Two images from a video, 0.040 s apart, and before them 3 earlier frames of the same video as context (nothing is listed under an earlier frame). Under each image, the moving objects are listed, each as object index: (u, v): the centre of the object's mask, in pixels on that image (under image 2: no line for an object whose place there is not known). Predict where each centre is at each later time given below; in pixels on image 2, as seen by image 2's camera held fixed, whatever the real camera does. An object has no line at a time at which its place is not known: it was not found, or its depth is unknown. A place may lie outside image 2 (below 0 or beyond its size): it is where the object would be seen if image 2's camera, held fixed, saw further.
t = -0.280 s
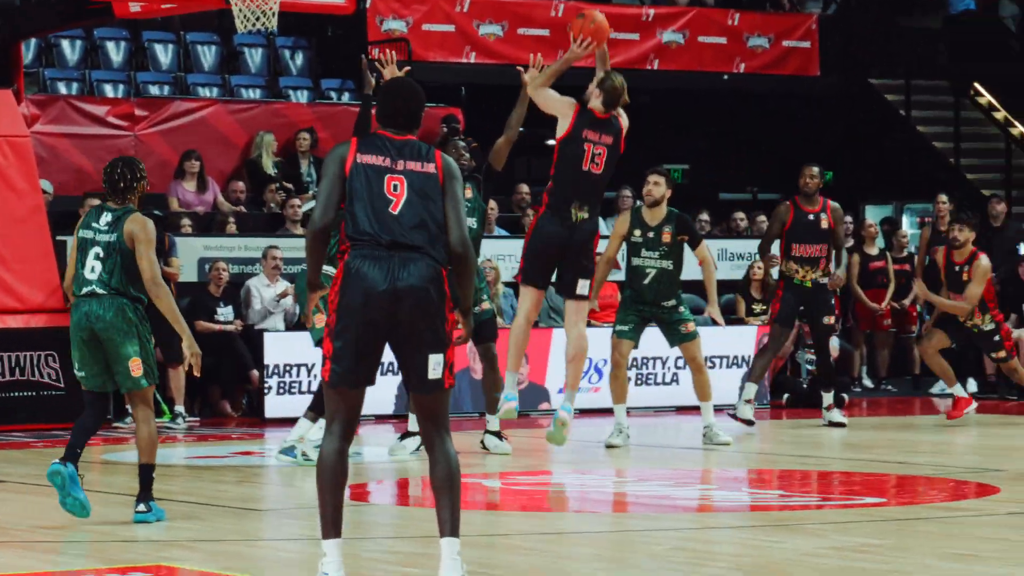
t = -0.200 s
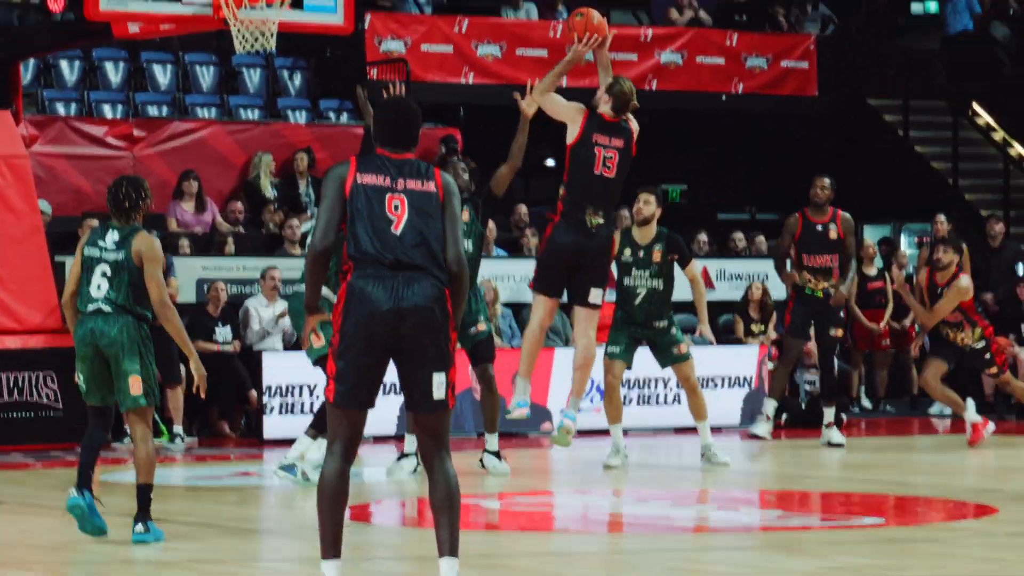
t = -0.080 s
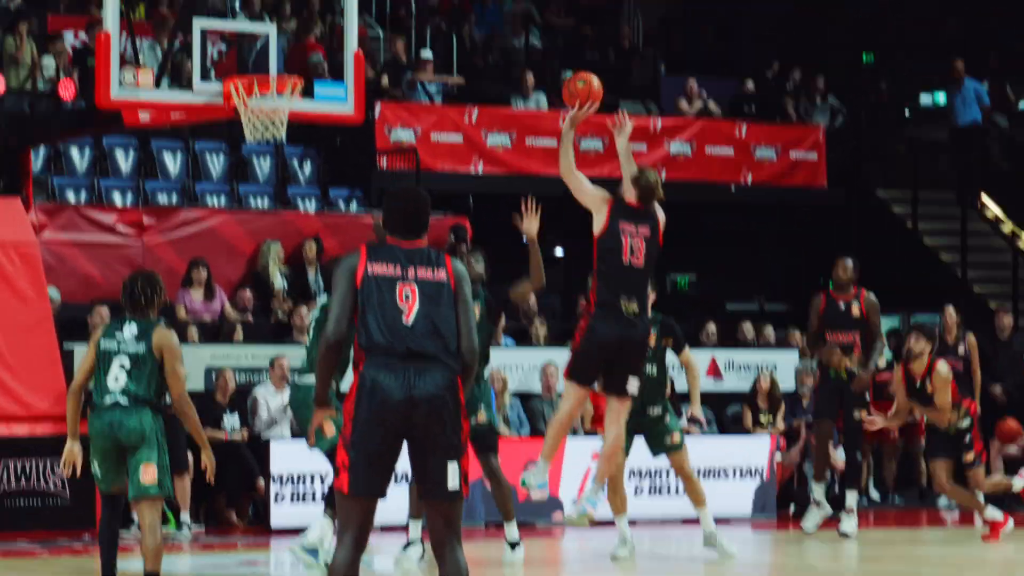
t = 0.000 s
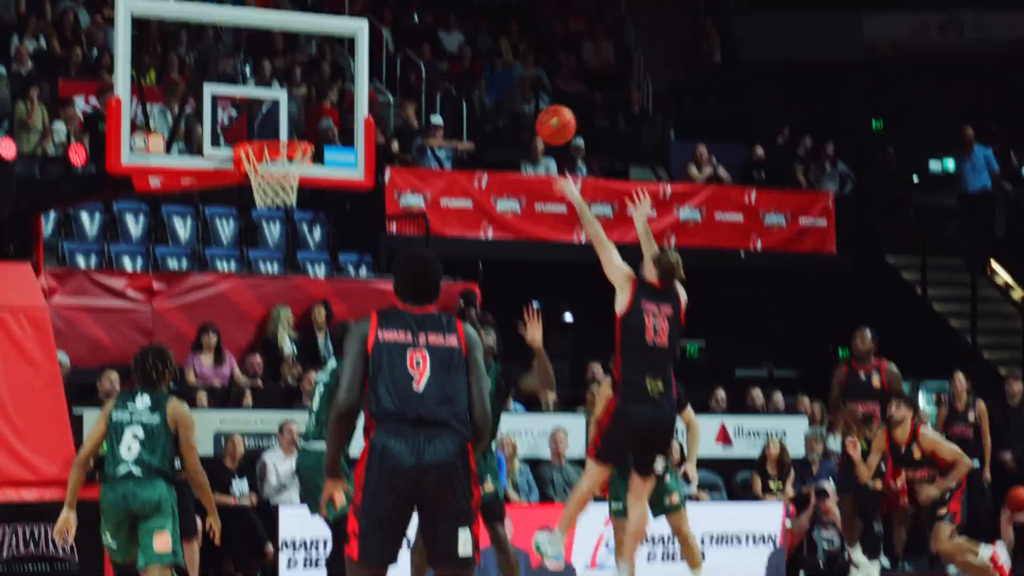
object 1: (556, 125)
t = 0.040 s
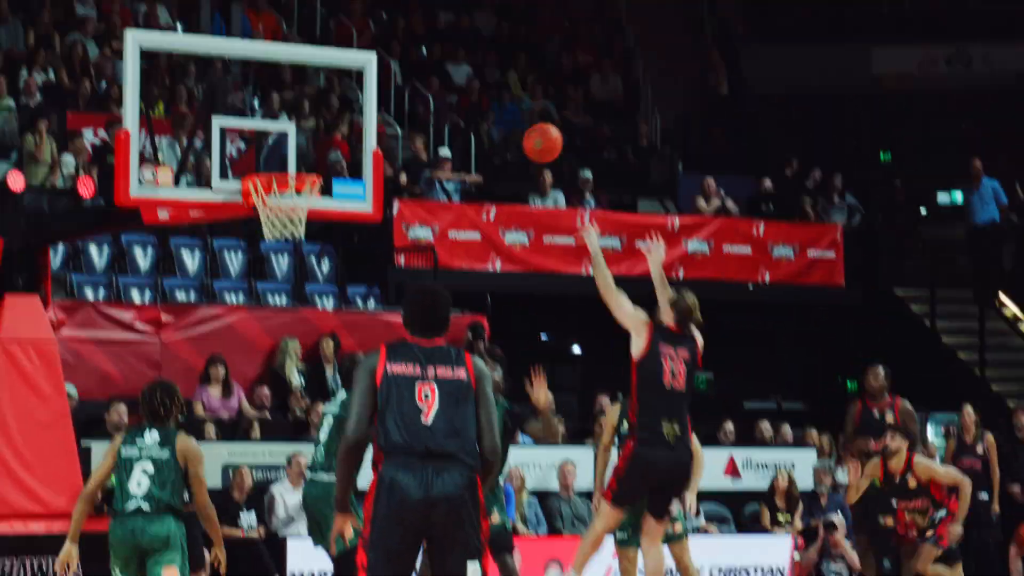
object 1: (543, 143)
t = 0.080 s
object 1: (522, 131)
